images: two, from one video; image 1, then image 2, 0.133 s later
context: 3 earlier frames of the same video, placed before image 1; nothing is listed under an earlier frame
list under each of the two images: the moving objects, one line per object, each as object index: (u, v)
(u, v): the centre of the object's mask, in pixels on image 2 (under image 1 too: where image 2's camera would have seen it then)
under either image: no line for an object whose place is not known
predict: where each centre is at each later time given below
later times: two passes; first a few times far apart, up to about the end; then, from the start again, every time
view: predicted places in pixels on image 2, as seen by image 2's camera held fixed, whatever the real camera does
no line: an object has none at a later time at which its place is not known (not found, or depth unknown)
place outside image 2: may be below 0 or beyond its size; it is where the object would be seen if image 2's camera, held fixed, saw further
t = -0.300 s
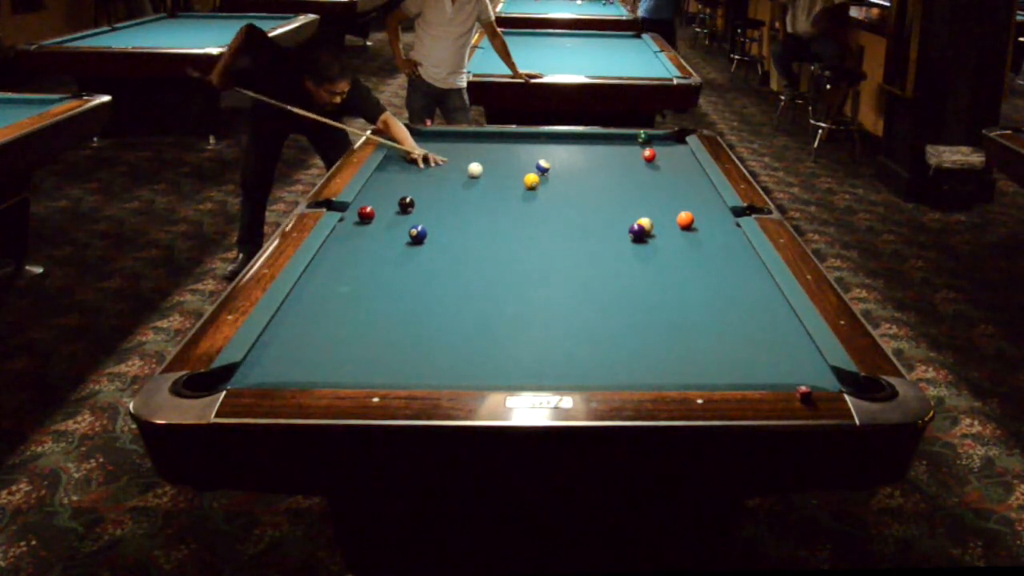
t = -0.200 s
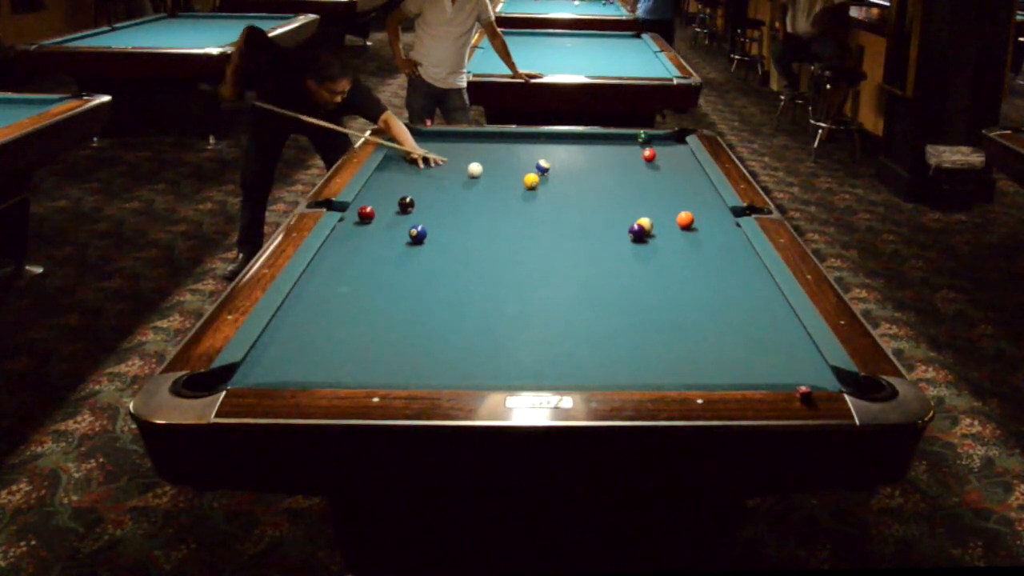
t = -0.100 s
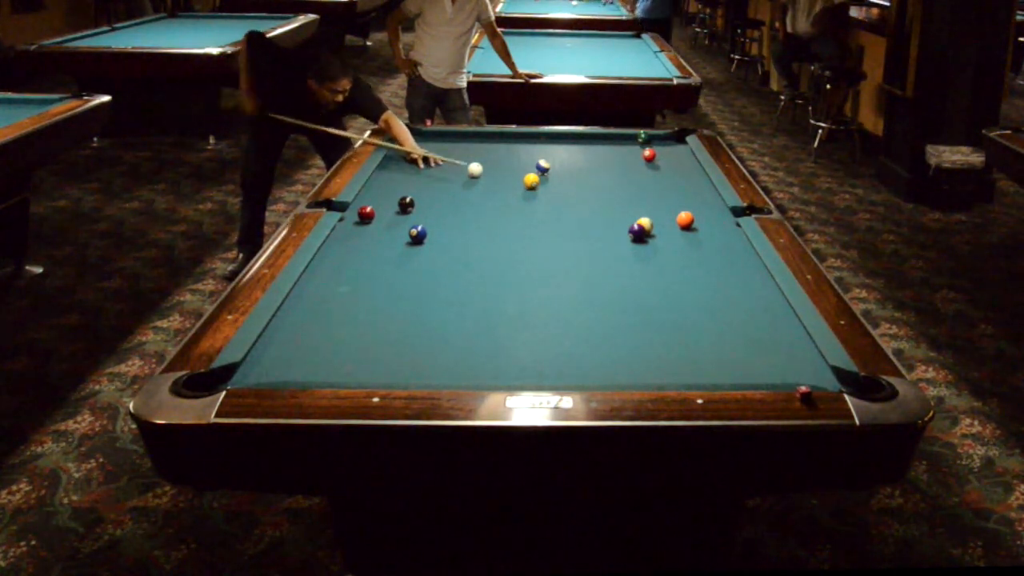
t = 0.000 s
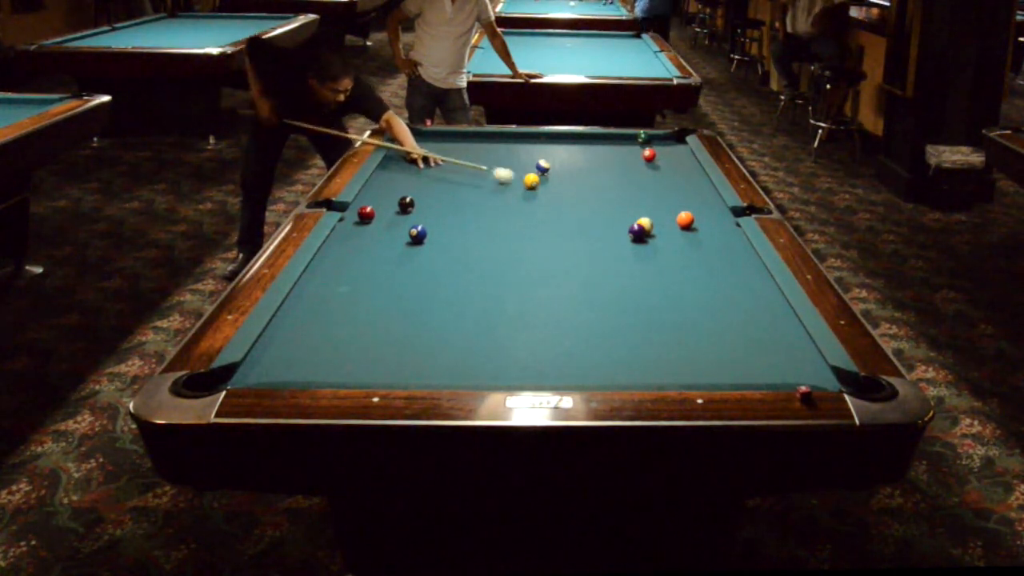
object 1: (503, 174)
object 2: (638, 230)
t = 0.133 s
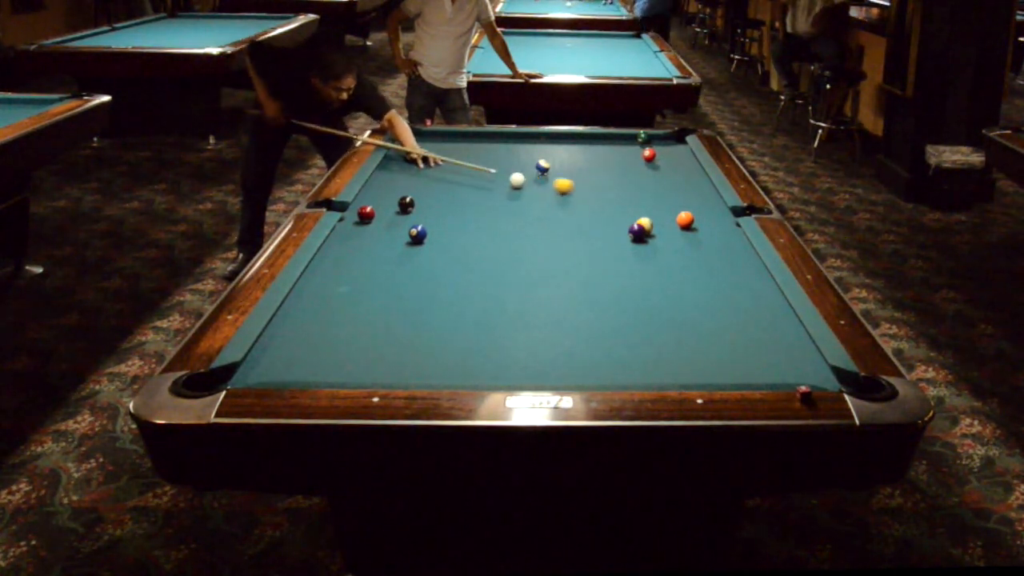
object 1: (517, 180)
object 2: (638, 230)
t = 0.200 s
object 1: (519, 182)
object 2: (638, 230)
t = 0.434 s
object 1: (536, 189)
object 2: (638, 230)
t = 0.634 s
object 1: (550, 195)
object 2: (638, 230)
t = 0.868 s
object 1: (566, 202)
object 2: (638, 230)
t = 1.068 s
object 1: (580, 208)
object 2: (638, 230)
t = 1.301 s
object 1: (595, 215)
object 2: (638, 230)
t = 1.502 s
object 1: (609, 221)
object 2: (638, 230)
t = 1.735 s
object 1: (623, 227)
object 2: (639, 229)
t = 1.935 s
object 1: (625, 229)
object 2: (647, 234)
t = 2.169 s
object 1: (626, 230)
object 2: (656, 239)
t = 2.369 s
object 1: (627, 230)
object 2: (664, 242)
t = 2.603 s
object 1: (628, 231)
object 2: (673, 245)
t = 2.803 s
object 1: (628, 231)
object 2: (679, 248)
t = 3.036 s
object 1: (628, 231)
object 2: (685, 250)
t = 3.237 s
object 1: (628, 231)
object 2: (689, 252)
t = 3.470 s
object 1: (628, 231)
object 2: (693, 253)
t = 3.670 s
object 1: (628, 231)
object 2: (696, 254)
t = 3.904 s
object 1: (628, 231)
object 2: (698, 254)
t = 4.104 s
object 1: (628, 231)
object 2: (698, 254)
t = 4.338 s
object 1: (628, 231)
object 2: (698, 254)
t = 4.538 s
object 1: (628, 231)
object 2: (698, 254)
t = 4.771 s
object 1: (628, 231)
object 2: (698, 254)
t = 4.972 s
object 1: (628, 231)
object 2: (698, 254)
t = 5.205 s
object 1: (628, 231)
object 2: (698, 254)
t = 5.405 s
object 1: (628, 231)
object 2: (698, 254)
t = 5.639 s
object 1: (628, 231)
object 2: (698, 254)
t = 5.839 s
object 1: (628, 231)
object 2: (698, 254)
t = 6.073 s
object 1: (628, 231)
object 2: (698, 254)
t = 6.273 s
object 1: (628, 231)
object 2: (698, 254)
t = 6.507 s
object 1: (628, 231)
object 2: (698, 254)
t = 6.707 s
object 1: (628, 231)
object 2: (698, 254)
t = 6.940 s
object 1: (628, 231)
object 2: (698, 254)
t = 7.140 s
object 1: (628, 231)
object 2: (698, 254)
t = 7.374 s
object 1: (628, 231)
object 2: (698, 254)
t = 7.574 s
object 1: (628, 231)
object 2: (698, 254)
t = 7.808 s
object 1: (628, 231)
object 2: (698, 254)
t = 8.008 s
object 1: (628, 231)
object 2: (698, 254)
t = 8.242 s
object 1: (628, 231)
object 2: (698, 254)
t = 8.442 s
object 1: (629, 231)
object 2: (698, 254)
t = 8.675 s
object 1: (629, 231)
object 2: (698, 254)
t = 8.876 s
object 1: (628, 231)
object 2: (698, 254)
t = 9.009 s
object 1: (628, 231)
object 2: (698, 254)
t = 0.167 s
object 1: (518, 181)
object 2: (638, 230)
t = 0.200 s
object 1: (519, 182)
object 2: (638, 230)
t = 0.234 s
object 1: (522, 183)
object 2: (638, 230)
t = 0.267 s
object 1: (524, 184)
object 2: (638, 230)
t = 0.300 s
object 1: (526, 185)
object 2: (638, 230)
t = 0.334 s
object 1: (529, 186)
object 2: (638, 230)
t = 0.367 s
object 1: (531, 187)
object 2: (638, 230)
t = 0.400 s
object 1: (533, 188)
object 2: (638, 230)
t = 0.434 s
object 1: (536, 189)
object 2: (638, 230)
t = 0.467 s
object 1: (538, 190)
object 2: (638, 230)
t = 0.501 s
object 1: (540, 191)
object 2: (638, 230)
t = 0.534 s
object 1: (543, 192)
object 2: (638, 230)
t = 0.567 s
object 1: (545, 193)
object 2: (638, 230)
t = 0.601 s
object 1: (547, 194)
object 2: (638, 230)
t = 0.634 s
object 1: (550, 195)
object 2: (638, 230)
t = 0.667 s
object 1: (552, 196)
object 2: (638, 230)
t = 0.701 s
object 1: (554, 197)
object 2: (638, 230)
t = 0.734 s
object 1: (557, 198)
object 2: (638, 230)
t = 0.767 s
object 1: (559, 198)
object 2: (638, 230)
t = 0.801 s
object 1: (561, 200)
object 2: (638, 230)
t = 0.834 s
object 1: (563, 201)
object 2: (638, 230)
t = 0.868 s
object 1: (566, 202)
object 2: (638, 230)
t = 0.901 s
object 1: (568, 203)
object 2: (638, 230)
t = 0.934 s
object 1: (570, 204)
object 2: (638, 230)
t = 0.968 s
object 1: (572, 205)
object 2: (638, 230)
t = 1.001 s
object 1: (575, 206)
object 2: (638, 230)
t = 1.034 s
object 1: (577, 207)
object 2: (638, 230)
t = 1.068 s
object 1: (580, 208)
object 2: (638, 230)
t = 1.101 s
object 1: (582, 208)
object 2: (638, 230)
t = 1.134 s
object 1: (584, 209)
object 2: (638, 230)
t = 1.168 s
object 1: (586, 211)
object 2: (638, 230)
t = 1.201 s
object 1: (589, 212)
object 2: (638, 230)
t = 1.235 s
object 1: (591, 213)
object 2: (638, 230)
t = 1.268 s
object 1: (593, 214)
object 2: (638, 230)
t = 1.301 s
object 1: (595, 215)
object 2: (638, 230)
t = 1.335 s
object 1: (598, 216)
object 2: (638, 230)
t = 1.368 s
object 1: (600, 217)
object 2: (638, 230)
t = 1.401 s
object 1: (602, 218)
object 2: (638, 230)
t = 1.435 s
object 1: (604, 219)
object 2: (638, 230)
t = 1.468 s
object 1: (607, 220)
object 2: (638, 230)
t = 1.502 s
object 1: (609, 221)
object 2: (638, 230)
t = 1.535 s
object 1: (611, 222)
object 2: (638, 230)
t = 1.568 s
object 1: (613, 222)
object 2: (638, 229)
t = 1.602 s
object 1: (615, 223)
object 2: (638, 229)
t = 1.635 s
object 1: (617, 224)
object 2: (638, 229)
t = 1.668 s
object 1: (619, 225)
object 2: (638, 230)
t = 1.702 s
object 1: (621, 226)
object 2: (638, 229)
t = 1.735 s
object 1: (623, 227)
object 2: (639, 229)
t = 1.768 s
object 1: (623, 227)
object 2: (640, 230)
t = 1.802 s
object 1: (624, 227)
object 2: (641, 230)
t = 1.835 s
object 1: (624, 228)
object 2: (643, 232)
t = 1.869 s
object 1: (625, 228)
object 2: (644, 233)
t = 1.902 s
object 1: (625, 229)
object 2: (646, 234)
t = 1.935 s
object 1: (625, 229)
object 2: (647, 234)
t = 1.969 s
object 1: (625, 229)
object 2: (649, 234)
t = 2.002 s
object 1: (626, 229)
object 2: (650, 236)
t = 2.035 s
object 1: (626, 230)
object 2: (652, 236)
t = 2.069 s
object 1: (626, 229)
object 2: (653, 236)
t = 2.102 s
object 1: (626, 230)
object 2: (655, 237)
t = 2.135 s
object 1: (626, 230)
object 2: (655, 238)
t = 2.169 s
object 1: (626, 230)
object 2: (656, 239)
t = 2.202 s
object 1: (627, 230)
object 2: (658, 240)
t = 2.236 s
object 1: (627, 230)
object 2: (659, 240)
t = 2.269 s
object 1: (627, 230)
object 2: (660, 240)
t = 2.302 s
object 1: (627, 230)
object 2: (661, 240)
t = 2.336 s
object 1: (627, 230)
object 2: (663, 242)
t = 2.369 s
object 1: (627, 230)
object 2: (664, 242)
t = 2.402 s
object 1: (627, 231)
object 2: (665, 242)
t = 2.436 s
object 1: (627, 230)
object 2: (667, 243)
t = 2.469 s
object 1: (627, 231)
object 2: (668, 243)
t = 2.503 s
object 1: (627, 230)
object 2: (669, 244)
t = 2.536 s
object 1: (627, 230)
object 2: (670, 245)
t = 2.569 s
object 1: (628, 231)
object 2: (671, 245)
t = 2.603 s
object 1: (628, 231)
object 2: (673, 245)
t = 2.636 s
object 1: (628, 231)
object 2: (674, 246)
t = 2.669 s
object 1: (628, 231)
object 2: (675, 246)
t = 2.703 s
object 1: (628, 231)
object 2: (676, 247)
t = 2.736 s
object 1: (628, 231)
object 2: (677, 247)
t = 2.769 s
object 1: (628, 231)
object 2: (678, 247)
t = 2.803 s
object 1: (628, 231)
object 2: (679, 248)
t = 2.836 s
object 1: (628, 231)
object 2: (680, 248)
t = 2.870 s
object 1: (628, 231)
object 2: (680, 249)
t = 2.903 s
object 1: (628, 231)
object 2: (681, 249)
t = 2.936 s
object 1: (628, 231)
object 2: (682, 249)
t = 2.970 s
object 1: (628, 231)
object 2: (683, 250)
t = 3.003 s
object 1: (628, 231)
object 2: (684, 250)
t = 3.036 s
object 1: (628, 231)
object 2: (685, 250)
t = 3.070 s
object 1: (628, 231)
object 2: (686, 250)
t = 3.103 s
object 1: (628, 231)
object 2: (687, 251)
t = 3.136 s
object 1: (628, 231)
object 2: (687, 251)
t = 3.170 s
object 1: (628, 231)
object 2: (688, 251)
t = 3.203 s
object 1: (628, 231)
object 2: (689, 252)
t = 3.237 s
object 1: (628, 231)
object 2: (689, 252)
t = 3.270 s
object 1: (628, 231)
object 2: (690, 252)
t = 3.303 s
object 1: (628, 231)
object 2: (691, 252)
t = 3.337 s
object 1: (628, 231)
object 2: (691, 253)
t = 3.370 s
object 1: (628, 231)
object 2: (692, 253)
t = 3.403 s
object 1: (628, 231)
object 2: (692, 253)
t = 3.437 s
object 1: (628, 231)
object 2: (693, 253)
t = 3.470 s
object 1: (628, 231)
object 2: (693, 253)
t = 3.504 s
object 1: (628, 231)
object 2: (694, 253)
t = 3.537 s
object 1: (628, 231)
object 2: (694, 254)
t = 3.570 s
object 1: (628, 231)
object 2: (695, 254)
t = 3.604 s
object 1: (628, 231)
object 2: (695, 254)
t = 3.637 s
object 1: (628, 231)
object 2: (696, 254)
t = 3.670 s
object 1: (628, 231)
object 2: (696, 254)
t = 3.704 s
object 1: (628, 231)
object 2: (697, 254)
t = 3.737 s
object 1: (628, 231)
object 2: (697, 254)
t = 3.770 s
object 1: (628, 231)
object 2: (697, 254)
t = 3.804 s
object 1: (628, 231)
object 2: (697, 254)
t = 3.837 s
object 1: (628, 231)
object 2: (697, 254)
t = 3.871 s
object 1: (628, 231)
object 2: (698, 254)
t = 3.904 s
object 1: (628, 231)
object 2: (698, 254)
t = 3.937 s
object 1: (628, 231)
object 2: (698, 254)
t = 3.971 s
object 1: (628, 231)
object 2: (698, 254)
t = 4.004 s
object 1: (628, 231)
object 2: (698, 254)
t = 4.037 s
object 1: (628, 231)
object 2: (698, 254)
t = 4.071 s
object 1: (628, 231)
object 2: (698, 254)
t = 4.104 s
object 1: (628, 231)
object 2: (698, 254)
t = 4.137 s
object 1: (628, 231)
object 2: (698, 254)
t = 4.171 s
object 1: (628, 231)
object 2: (698, 254)
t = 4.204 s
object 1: (628, 231)
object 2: (698, 254)
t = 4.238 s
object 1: (628, 231)
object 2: (698, 254)
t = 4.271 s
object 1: (628, 231)
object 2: (698, 254)
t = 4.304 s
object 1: (628, 231)
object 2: (698, 254)
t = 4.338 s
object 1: (628, 231)
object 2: (698, 254)
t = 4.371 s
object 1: (628, 231)
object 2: (698, 254)
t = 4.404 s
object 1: (628, 231)
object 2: (698, 254)
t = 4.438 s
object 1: (628, 231)
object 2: (698, 254)
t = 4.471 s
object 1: (628, 231)
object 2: (698, 254)
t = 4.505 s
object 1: (628, 231)
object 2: (698, 254)
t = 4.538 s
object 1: (628, 231)
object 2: (698, 254)
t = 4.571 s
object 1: (628, 231)
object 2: (698, 254)
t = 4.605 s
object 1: (628, 231)
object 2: (698, 254)
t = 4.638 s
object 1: (628, 231)
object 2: (698, 254)
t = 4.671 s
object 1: (628, 231)
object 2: (698, 254)
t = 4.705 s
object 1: (628, 231)
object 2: (698, 254)
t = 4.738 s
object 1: (628, 231)
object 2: (698, 254)
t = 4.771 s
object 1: (628, 231)
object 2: (698, 254)
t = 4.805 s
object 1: (628, 231)
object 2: (698, 254)
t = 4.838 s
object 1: (628, 231)
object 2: (698, 254)
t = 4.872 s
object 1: (628, 231)
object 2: (698, 254)
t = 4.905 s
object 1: (628, 231)
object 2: (698, 254)
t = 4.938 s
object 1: (628, 231)
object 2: (698, 254)
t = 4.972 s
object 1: (628, 231)
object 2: (698, 254)
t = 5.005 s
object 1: (628, 231)
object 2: (698, 254)
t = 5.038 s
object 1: (628, 231)
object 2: (698, 254)
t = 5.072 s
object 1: (628, 231)
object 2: (698, 254)
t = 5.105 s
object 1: (628, 231)
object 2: (698, 254)
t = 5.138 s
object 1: (628, 231)
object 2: (698, 254)
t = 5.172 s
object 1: (628, 231)
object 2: (698, 254)
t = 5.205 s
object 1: (628, 231)
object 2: (698, 254)
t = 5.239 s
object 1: (628, 231)
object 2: (698, 254)
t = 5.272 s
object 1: (628, 231)
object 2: (698, 254)
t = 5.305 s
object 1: (628, 231)
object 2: (698, 254)
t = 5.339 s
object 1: (628, 231)
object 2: (698, 254)
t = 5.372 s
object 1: (628, 231)
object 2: (698, 254)
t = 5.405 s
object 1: (628, 231)
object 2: (698, 254)
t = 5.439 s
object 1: (628, 231)
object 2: (698, 254)
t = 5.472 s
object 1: (628, 231)
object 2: (698, 254)
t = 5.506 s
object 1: (628, 231)
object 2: (698, 254)
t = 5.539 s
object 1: (628, 231)
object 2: (698, 254)
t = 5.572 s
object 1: (628, 231)
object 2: (698, 254)
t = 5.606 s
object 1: (628, 231)
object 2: (698, 254)
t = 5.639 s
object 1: (628, 231)
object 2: (698, 254)
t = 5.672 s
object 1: (628, 231)
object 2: (698, 254)
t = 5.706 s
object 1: (628, 231)
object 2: (698, 254)
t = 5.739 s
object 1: (628, 231)
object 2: (698, 254)
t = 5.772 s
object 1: (628, 231)
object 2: (698, 254)
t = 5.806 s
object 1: (628, 231)
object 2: (698, 254)
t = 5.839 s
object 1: (628, 231)
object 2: (698, 254)
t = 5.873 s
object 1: (628, 231)
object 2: (698, 254)
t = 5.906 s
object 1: (628, 231)
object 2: (698, 254)
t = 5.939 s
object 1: (628, 231)
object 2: (698, 254)
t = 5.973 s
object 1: (628, 231)
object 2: (698, 254)
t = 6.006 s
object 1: (628, 231)
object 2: (698, 254)
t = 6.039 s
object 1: (628, 231)
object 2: (698, 254)
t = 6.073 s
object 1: (628, 231)
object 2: (698, 254)
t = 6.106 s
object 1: (628, 231)
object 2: (698, 254)
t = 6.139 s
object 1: (628, 231)
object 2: (698, 254)
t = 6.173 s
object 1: (628, 231)
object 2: (698, 254)
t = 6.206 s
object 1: (628, 231)
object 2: (698, 254)
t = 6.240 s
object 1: (628, 231)
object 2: (698, 254)
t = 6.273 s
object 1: (628, 231)
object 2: (698, 254)
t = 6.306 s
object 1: (628, 231)
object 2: (698, 254)
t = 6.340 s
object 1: (628, 231)
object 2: (698, 254)
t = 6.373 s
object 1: (628, 231)
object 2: (698, 254)
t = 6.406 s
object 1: (628, 231)
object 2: (698, 254)
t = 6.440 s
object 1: (628, 231)
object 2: (698, 254)
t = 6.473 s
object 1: (628, 231)
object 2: (698, 254)
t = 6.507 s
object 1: (628, 231)
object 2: (698, 254)
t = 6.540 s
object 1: (628, 231)
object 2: (698, 254)
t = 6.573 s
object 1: (628, 231)
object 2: (698, 254)
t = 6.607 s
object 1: (628, 231)
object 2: (698, 254)
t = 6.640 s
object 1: (628, 231)
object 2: (698, 254)
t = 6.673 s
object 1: (628, 231)
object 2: (698, 254)
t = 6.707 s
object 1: (628, 231)
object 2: (698, 254)
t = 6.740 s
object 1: (628, 231)
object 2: (698, 254)
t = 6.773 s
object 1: (628, 231)
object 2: (698, 254)
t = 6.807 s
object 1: (628, 231)
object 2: (698, 254)
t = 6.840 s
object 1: (628, 231)
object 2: (698, 254)
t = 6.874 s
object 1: (628, 231)
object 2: (698, 254)
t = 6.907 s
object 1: (628, 231)
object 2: (698, 254)
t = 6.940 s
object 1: (628, 231)
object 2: (698, 254)
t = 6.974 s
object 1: (628, 231)
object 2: (698, 254)
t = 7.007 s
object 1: (628, 231)
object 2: (698, 254)
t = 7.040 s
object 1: (628, 231)
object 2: (698, 254)
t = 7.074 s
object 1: (628, 231)
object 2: (698, 254)
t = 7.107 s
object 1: (628, 231)
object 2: (698, 254)
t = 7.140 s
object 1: (628, 231)
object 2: (698, 254)
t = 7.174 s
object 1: (628, 231)
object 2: (698, 254)
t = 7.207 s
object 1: (628, 231)
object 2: (698, 254)
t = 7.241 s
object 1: (628, 231)
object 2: (698, 254)
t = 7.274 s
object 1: (628, 231)
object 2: (698, 254)
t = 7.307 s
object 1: (628, 231)
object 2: (698, 254)
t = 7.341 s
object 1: (628, 231)
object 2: (698, 254)
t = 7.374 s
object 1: (628, 231)
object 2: (698, 254)
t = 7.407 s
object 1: (628, 231)
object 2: (698, 254)
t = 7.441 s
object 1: (628, 231)
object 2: (698, 254)
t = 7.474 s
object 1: (628, 231)
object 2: (698, 254)
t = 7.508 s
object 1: (628, 231)
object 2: (698, 254)
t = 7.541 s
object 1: (628, 231)
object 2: (698, 254)
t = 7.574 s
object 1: (628, 231)
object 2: (698, 254)
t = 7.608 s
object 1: (628, 231)
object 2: (698, 254)
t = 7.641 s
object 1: (628, 231)
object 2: (698, 254)
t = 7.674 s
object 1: (628, 231)
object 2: (698, 254)
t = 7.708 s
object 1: (628, 231)
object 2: (698, 254)
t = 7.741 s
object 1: (628, 231)
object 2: (698, 254)
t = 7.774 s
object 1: (628, 231)
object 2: (698, 254)
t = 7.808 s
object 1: (628, 231)
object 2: (698, 254)
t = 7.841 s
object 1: (628, 231)
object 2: (698, 254)
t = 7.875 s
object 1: (628, 231)
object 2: (698, 254)
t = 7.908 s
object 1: (628, 231)
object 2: (698, 254)
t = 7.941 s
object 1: (628, 231)
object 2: (698, 254)
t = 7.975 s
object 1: (628, 231)
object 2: (698, 254)
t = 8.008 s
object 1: (628, 231)
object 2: (698, 254)
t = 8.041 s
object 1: (628, 231)
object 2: (698, 254)
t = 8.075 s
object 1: (628, 231)
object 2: (698, 254)
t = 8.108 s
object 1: (628, 231)
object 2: (698, 254)
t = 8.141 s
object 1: (628, 231)
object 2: (698, 254)
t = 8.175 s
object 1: (628, 231)
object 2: (698, 254)
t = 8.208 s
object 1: (628, 231)
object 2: (698, 254)
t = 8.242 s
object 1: (628, 231)
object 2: (698, 254)
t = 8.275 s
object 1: (629, 231)
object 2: (698, 254)
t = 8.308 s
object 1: (629, 231)
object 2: (698, 254)
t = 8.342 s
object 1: (629, 231)
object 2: (698, 254)
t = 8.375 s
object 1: (629, 231)
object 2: (698, 254)
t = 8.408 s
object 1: (629, 231)
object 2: (698, 254)
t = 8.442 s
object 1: (629, 231)
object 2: (698, 254)
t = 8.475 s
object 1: (629, 231)
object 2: (698, 254)
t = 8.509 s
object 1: (629, 231)
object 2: (698, 254)
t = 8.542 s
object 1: (629, 231)
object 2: (698, 254)
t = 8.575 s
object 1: (629, 231)
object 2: (698, 254)
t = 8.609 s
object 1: (628, 231)
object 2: (698, 254)
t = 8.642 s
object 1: (629, 231)
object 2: (698, 254)
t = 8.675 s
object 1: (629, 231)
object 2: (698, 254)
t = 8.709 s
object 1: (629, 231)
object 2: (698, 254)
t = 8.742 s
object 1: (629, 231)
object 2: (698, 254)
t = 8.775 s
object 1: (628, 231)
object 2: (698, 254)
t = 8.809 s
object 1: (629, 231)
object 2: (698, 254)
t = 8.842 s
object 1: (629, 231)
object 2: (698, 254)
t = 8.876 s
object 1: (628, 231)
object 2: (698, 254)
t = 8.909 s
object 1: (628, 231)
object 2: (698, 254)
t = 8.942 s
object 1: (628, 231)
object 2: (698, 254)
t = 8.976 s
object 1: (628, 231)
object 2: (698, 254)
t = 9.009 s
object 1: (628, 231)
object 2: (698, 254)
